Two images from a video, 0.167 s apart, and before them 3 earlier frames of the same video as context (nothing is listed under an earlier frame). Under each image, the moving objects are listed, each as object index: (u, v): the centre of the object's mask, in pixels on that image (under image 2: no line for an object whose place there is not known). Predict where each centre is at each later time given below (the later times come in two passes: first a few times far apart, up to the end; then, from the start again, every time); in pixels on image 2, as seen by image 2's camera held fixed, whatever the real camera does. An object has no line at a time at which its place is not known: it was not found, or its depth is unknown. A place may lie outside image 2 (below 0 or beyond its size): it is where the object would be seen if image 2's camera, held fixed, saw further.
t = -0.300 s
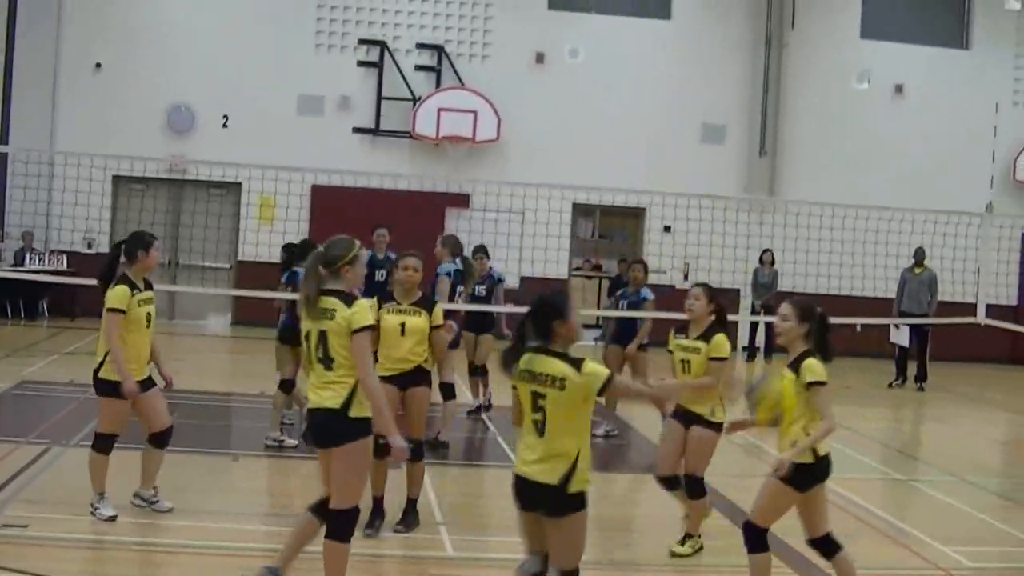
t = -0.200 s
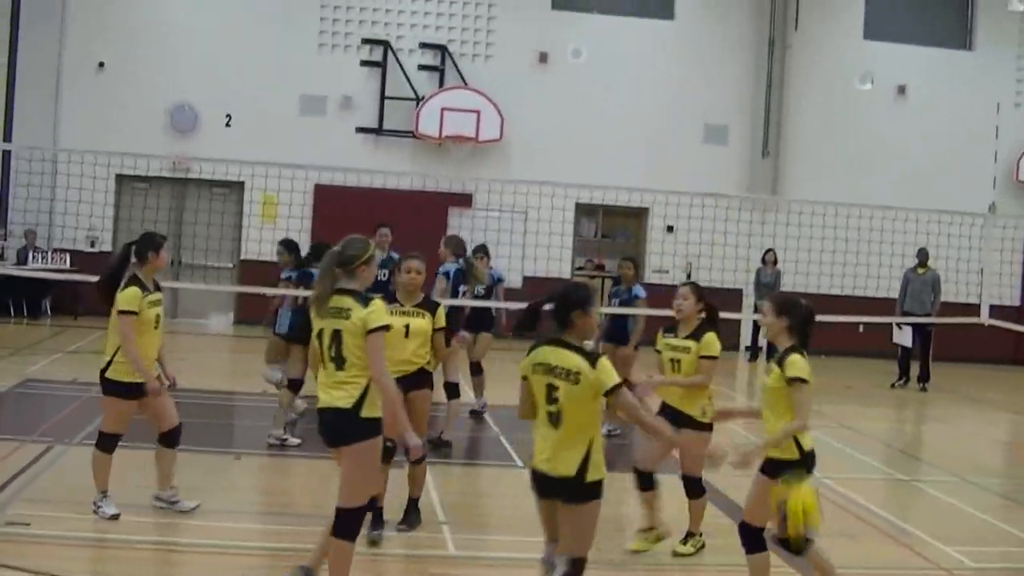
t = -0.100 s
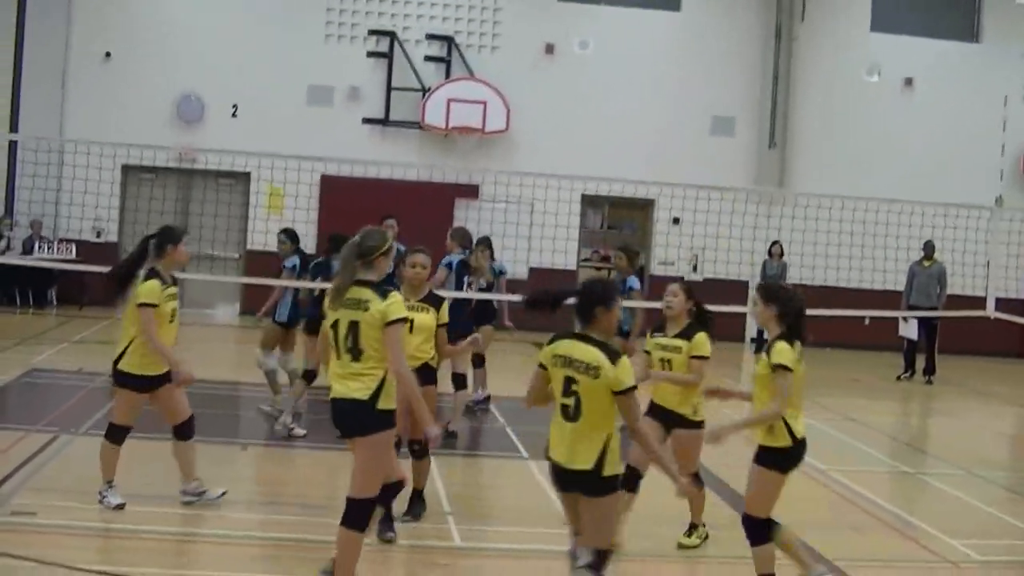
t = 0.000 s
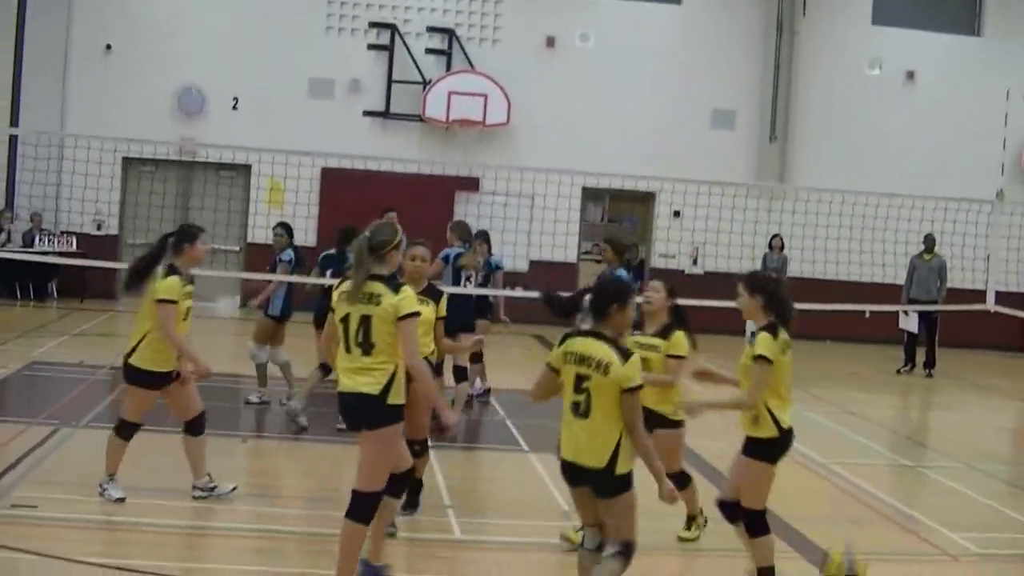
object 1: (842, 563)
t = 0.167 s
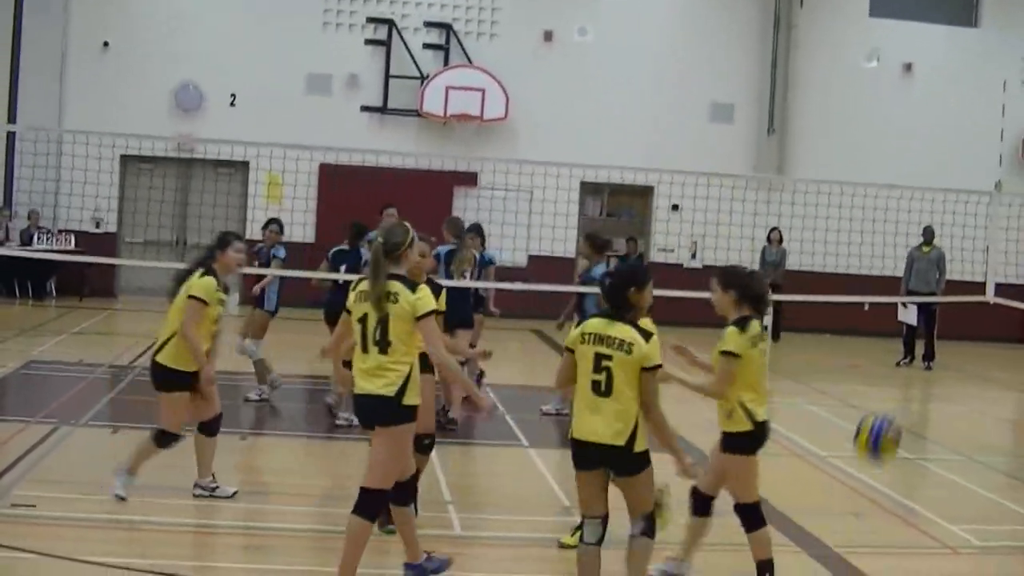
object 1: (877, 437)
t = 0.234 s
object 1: (889, 402)
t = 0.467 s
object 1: (922, 356)
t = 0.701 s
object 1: (945, 422)
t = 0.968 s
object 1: (954, 584)
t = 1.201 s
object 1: (992, 468)
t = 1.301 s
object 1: (996, 445)
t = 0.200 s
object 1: (883, 419)
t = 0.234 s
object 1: (889, 402)
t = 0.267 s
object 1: (894, 389)
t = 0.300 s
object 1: (900, 377)
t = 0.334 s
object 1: (905, 368)
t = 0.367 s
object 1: (910, 361)
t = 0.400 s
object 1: (915, 357)
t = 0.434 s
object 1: (918, 355)
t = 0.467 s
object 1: (922, 356)
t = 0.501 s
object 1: (927, 358)
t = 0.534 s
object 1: (929, 362)
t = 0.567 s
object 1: (933, 370)
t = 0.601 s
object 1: (937, 379)
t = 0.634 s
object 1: (939, 391)
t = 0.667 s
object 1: (941, 407)
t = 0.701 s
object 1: (945, 422)
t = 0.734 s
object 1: (947, 439)
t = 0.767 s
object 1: (949, 457)
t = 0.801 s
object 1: (950, 480)
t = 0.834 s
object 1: (951, 504)
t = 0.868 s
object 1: (951, 530)
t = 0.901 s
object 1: (951, 560)
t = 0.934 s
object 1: (951, 580)
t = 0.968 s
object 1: (954, 584)
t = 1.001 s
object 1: (961, 572)
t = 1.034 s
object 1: (967, 549)
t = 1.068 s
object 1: (973, 529)
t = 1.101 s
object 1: (979, 511)
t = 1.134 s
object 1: (984, 495)
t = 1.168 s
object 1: (989, 480)
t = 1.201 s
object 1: (992, 468)
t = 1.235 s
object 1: (994, 458)
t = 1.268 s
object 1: (996, 451)
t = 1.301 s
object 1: (996, 445)
